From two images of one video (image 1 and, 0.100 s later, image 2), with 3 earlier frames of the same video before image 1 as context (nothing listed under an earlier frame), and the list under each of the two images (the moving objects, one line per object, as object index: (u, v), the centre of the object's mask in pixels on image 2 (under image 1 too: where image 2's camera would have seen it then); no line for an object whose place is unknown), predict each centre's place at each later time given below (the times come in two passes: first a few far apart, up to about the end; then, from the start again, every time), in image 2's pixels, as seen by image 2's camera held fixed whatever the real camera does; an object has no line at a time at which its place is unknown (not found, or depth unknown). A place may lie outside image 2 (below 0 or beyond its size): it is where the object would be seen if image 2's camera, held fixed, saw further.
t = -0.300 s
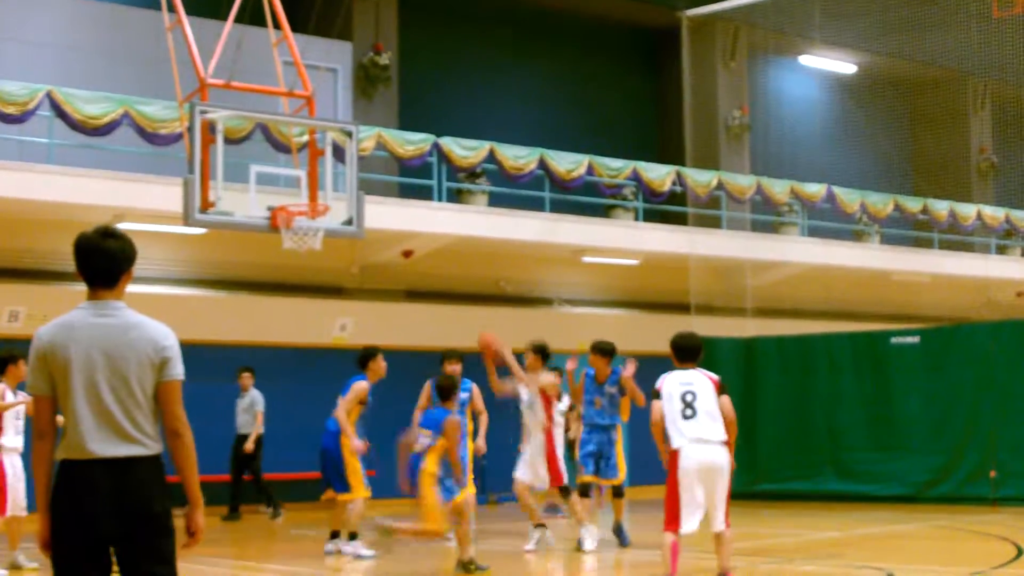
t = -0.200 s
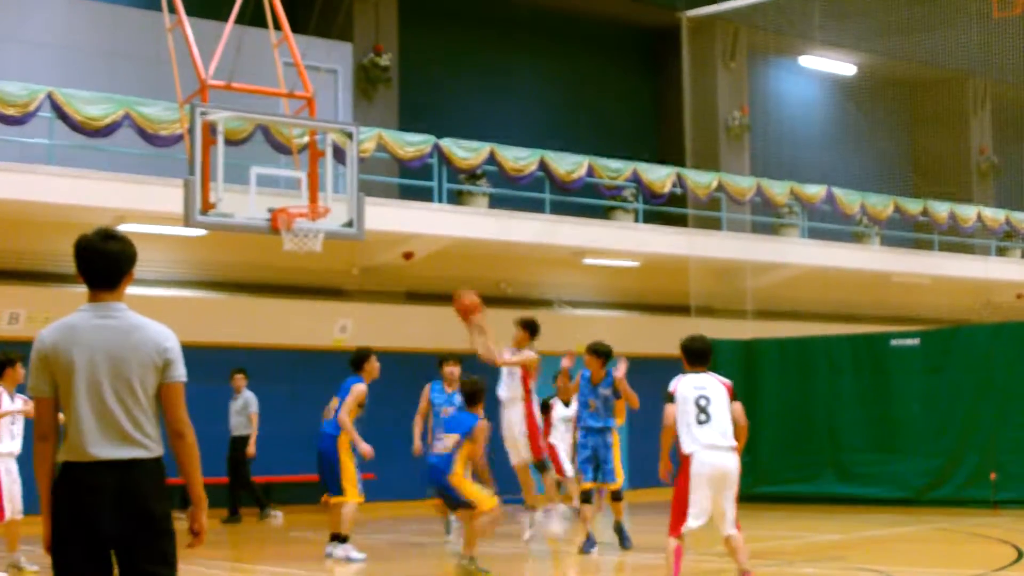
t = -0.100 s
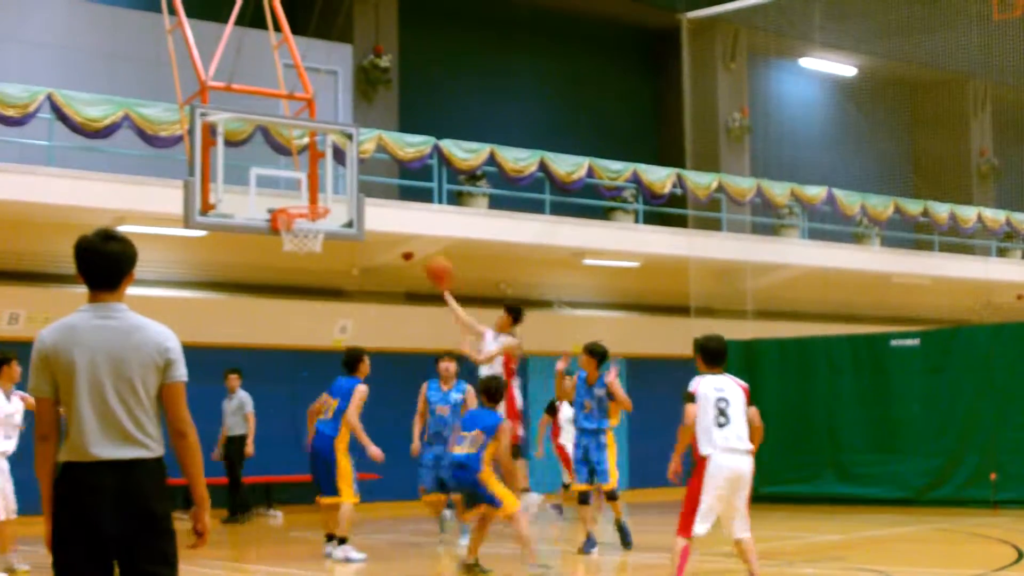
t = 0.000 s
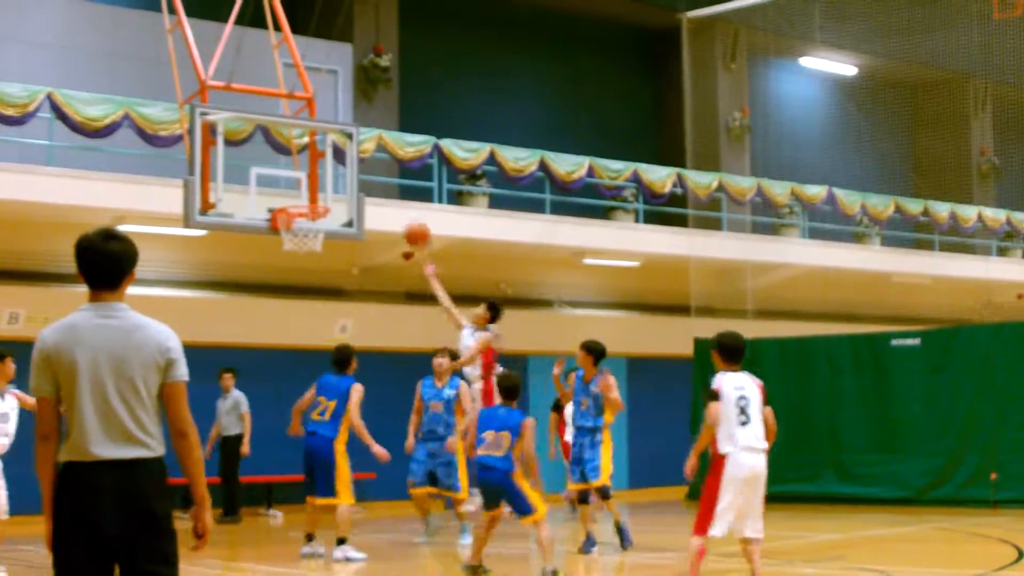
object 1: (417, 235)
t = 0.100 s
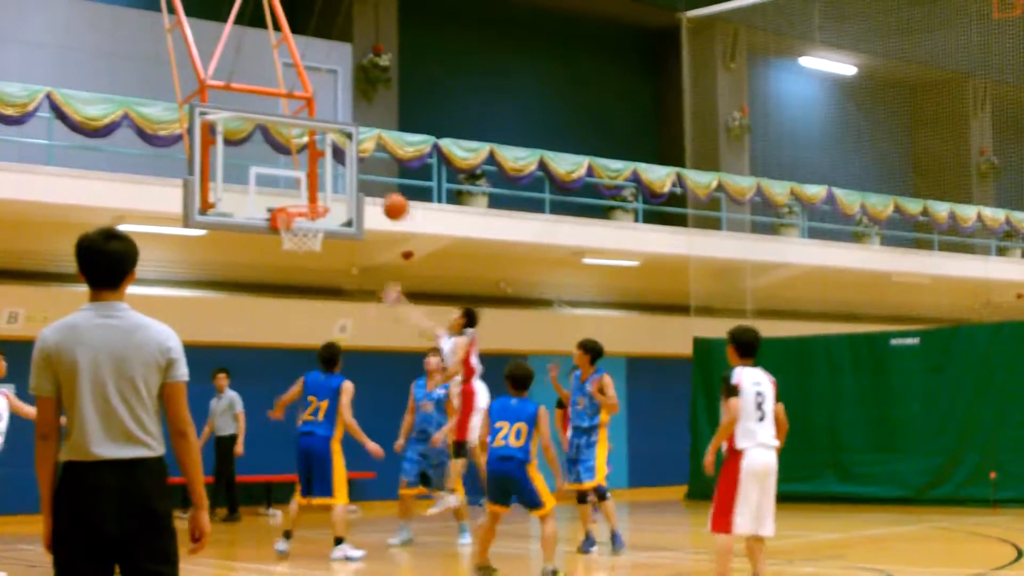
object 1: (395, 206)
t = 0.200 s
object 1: (375, 192)
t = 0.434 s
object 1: (329, 196)
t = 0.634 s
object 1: (303, 195)
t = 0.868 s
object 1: (315, 195)
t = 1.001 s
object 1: (315, 207)
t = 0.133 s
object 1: (388, 200)
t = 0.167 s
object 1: (382, 195)
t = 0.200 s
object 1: (375, 192)
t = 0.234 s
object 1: (369, 191)
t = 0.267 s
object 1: (363, 189)
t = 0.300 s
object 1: (356, 188)
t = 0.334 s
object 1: (349, 189)
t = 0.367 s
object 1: (342, 191)
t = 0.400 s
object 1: (335, 194)
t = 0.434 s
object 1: (329, 196)
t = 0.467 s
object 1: (325, 194)
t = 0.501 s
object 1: (320, 192)
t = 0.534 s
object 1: (315, 192)
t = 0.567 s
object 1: (310, 193)
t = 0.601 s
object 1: (305, 194)
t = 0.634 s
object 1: (303, 195)
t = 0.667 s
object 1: (304, 195)
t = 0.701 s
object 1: (306, 195)
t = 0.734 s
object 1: (309, 195)
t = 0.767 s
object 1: (311, 194)
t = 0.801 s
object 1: (312, 194)
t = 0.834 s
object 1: (313, 195)
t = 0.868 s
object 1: (315, 195)
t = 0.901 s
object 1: (315, 196)
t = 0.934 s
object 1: (315, 197)
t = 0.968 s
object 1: (315, 198)
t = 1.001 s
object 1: (315, 207)
